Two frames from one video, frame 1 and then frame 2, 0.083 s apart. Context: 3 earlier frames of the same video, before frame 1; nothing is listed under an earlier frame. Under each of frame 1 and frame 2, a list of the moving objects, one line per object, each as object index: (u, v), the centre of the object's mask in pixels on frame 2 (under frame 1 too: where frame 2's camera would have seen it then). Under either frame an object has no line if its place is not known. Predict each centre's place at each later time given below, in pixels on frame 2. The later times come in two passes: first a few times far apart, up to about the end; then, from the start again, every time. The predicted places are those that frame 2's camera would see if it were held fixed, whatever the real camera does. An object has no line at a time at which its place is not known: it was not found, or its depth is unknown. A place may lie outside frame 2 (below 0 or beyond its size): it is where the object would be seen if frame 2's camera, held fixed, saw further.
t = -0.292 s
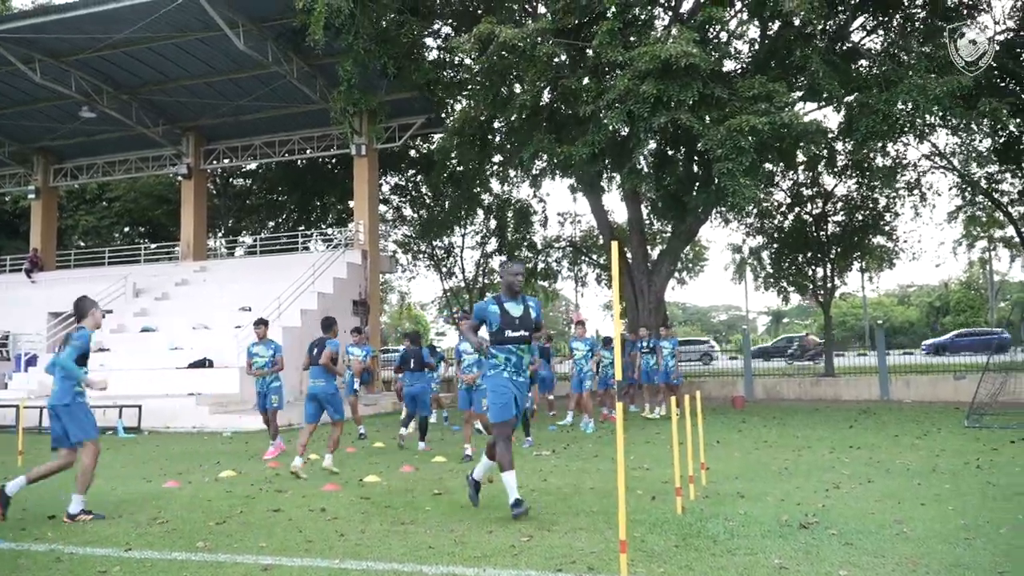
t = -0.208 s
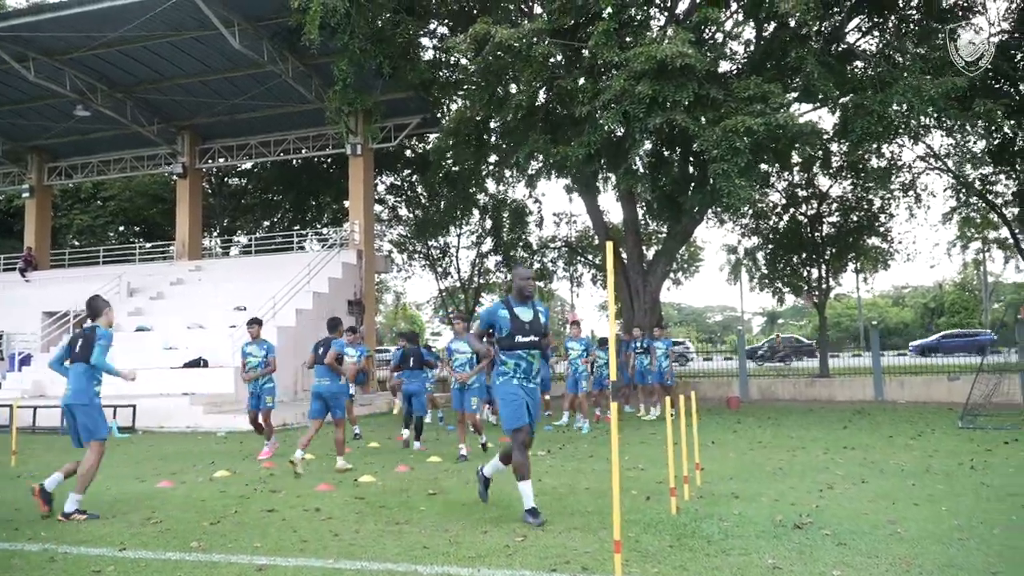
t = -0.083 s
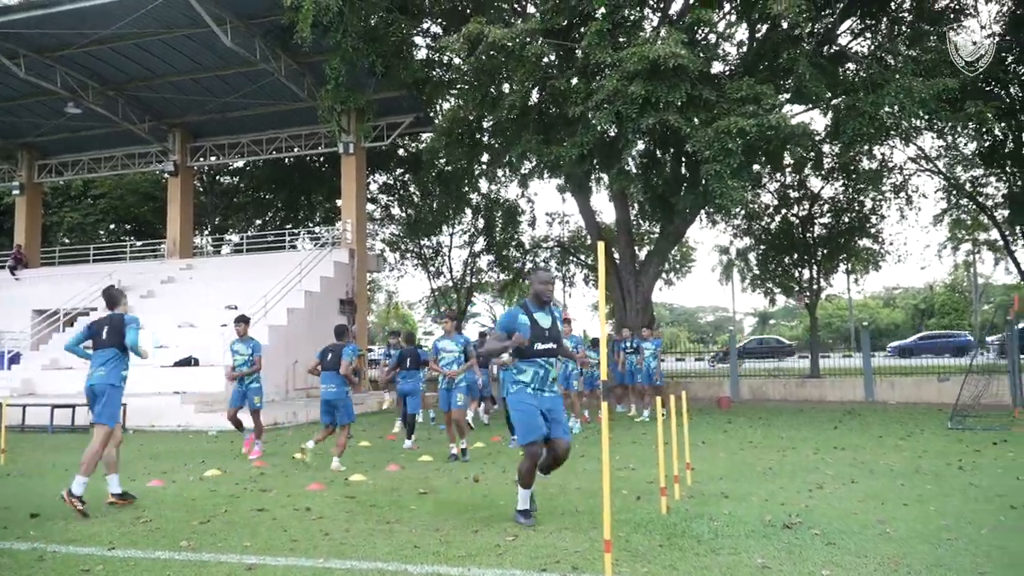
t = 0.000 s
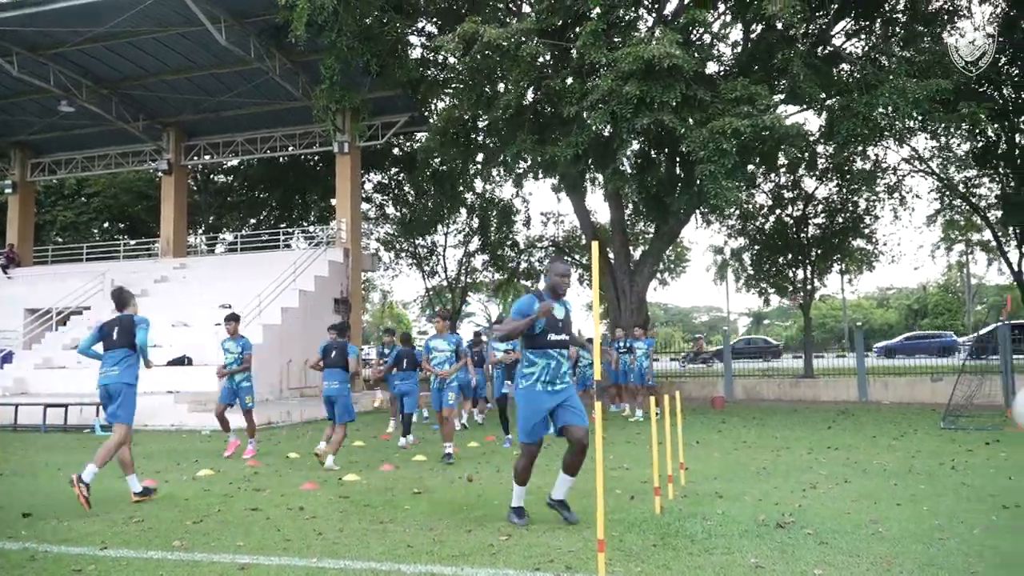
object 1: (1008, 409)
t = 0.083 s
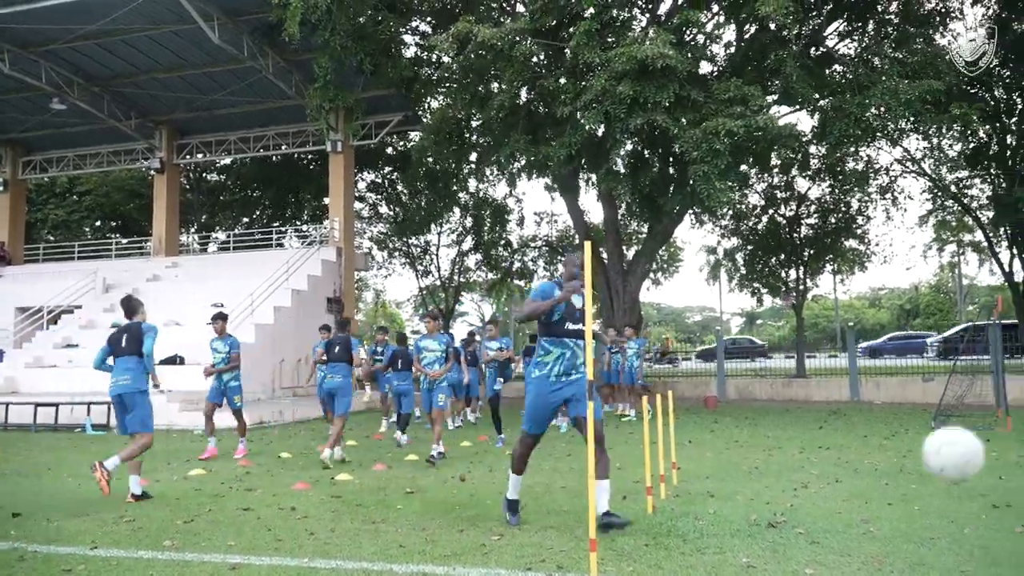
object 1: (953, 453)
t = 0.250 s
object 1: (829, 560)
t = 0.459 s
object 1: (744, 487)
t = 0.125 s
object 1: (919, 478)
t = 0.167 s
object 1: (888, 505)
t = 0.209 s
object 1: (858, 534)
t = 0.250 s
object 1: (829, 560)
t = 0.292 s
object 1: (802, 560)
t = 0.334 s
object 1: (787, 540)
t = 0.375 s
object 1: (772, 519)
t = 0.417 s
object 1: (758, 501)
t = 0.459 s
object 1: (744, 487)
